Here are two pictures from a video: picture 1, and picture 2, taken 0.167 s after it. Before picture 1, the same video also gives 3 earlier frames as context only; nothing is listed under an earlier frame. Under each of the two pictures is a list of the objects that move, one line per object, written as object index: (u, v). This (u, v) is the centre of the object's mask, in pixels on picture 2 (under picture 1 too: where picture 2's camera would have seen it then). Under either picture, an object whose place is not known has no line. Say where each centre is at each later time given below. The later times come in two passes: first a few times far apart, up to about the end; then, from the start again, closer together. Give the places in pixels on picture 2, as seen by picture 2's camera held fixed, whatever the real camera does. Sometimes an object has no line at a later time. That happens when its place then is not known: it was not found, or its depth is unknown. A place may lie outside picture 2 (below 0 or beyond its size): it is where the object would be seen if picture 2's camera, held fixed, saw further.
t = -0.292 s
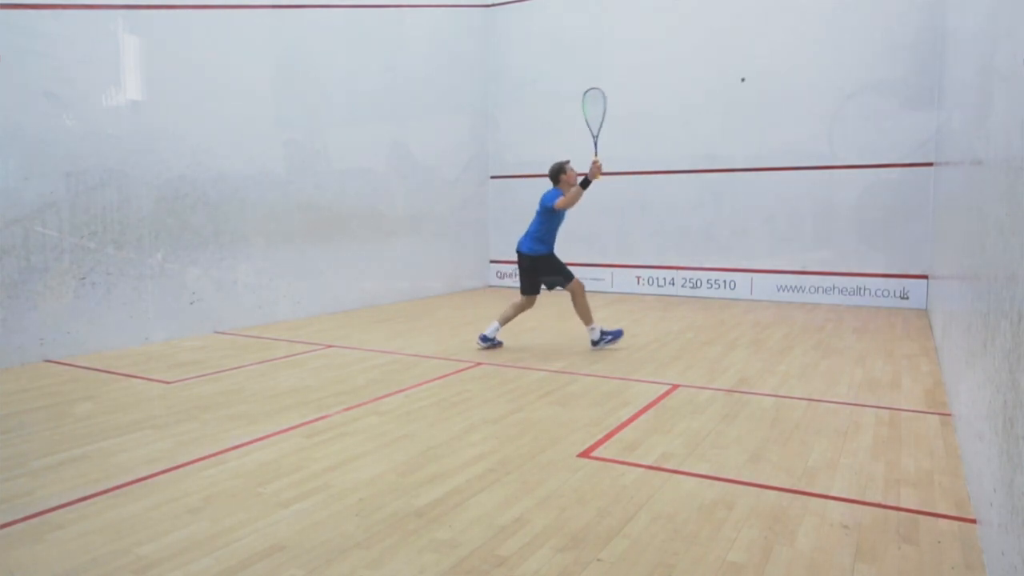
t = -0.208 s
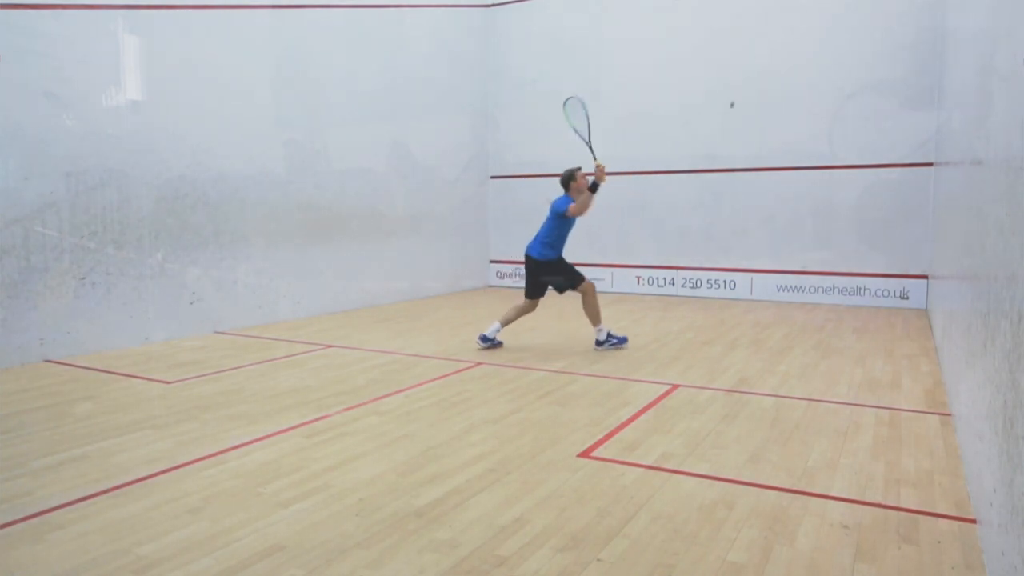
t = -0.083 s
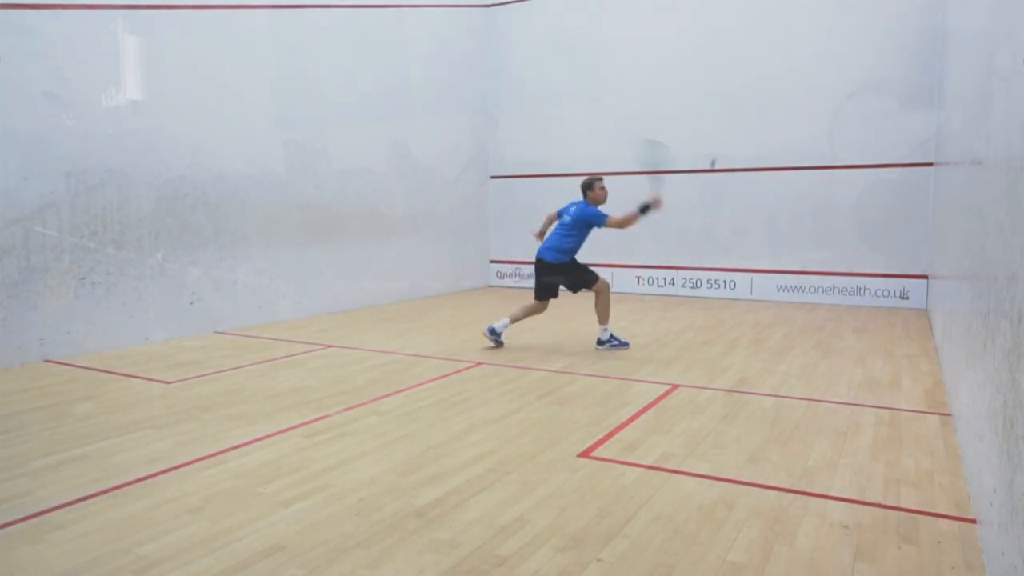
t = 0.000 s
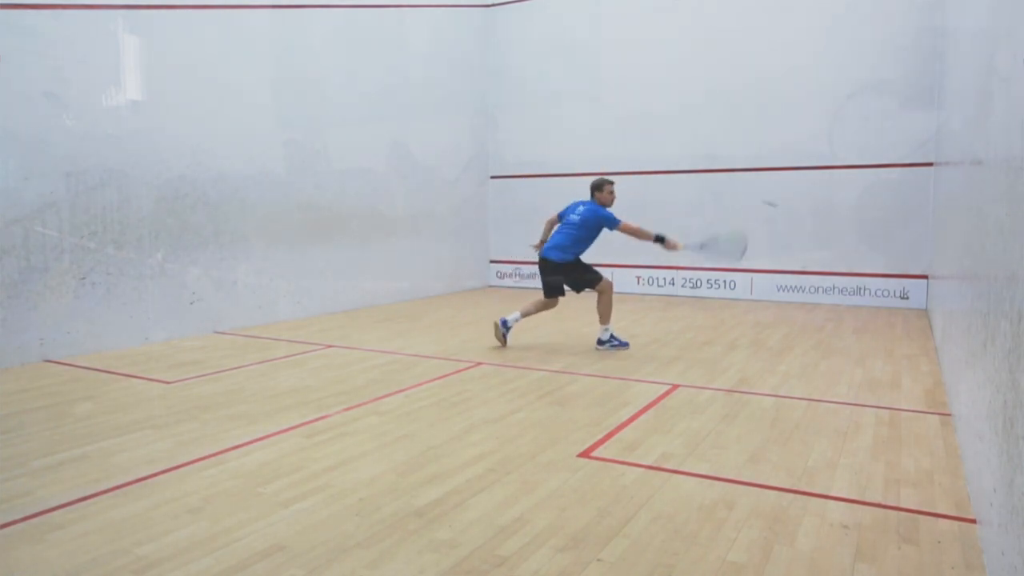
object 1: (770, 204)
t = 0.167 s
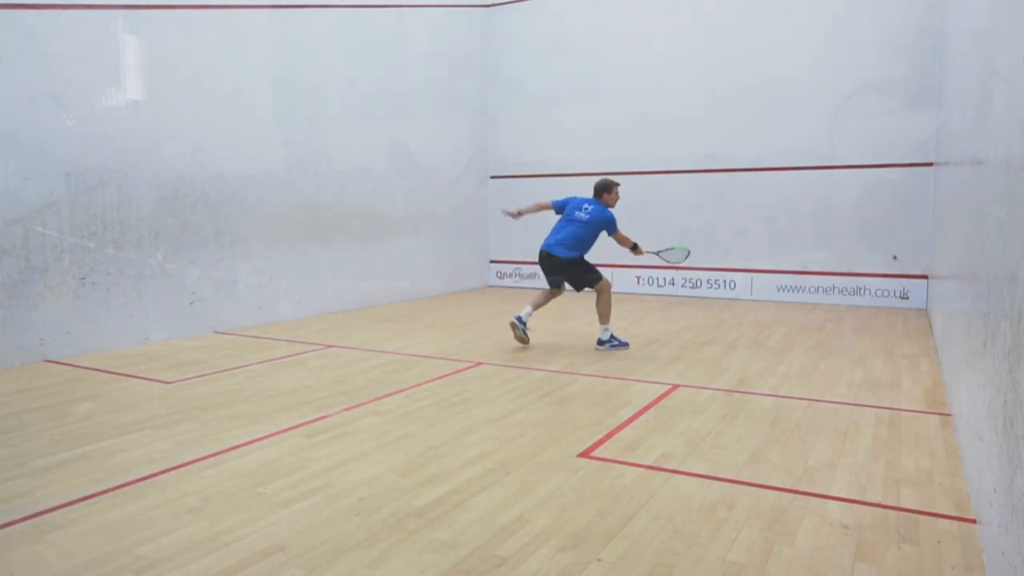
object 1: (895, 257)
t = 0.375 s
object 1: (928, 313)
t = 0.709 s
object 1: (859, 329)
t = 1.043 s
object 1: (785, 339)
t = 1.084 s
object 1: (774, 343)
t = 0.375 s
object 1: (928, 313)
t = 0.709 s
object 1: (859, 329)
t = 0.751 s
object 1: (850, 330)
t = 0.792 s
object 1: (841, 329)
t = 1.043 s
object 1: (785, 339)
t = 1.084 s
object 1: (774, 343)
